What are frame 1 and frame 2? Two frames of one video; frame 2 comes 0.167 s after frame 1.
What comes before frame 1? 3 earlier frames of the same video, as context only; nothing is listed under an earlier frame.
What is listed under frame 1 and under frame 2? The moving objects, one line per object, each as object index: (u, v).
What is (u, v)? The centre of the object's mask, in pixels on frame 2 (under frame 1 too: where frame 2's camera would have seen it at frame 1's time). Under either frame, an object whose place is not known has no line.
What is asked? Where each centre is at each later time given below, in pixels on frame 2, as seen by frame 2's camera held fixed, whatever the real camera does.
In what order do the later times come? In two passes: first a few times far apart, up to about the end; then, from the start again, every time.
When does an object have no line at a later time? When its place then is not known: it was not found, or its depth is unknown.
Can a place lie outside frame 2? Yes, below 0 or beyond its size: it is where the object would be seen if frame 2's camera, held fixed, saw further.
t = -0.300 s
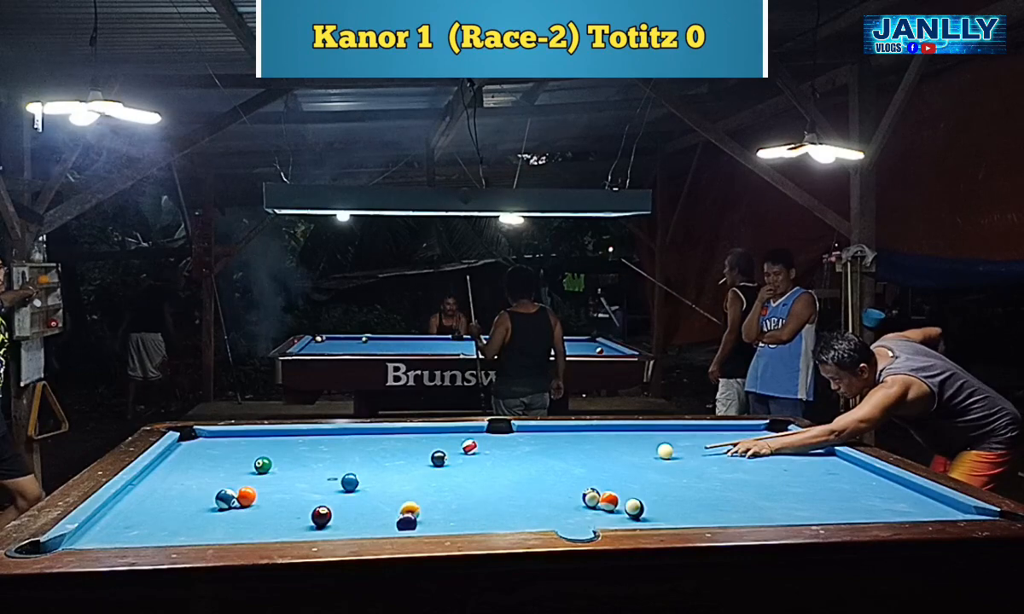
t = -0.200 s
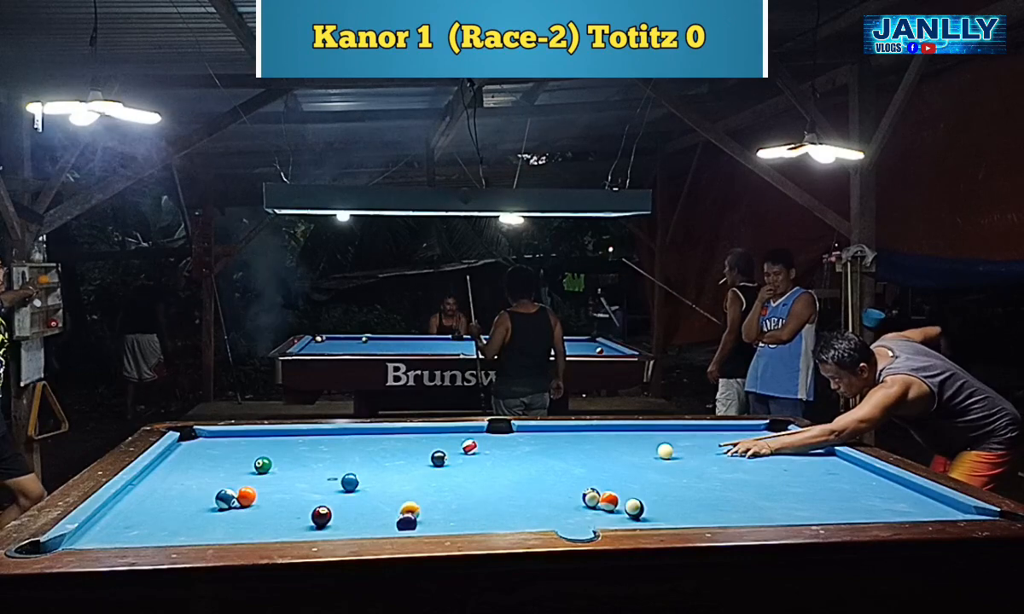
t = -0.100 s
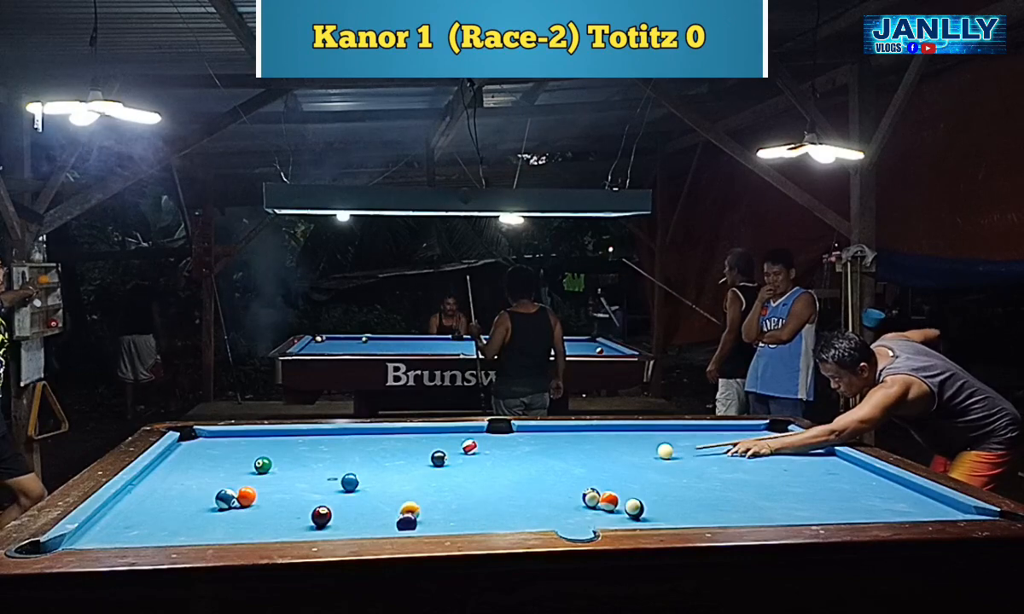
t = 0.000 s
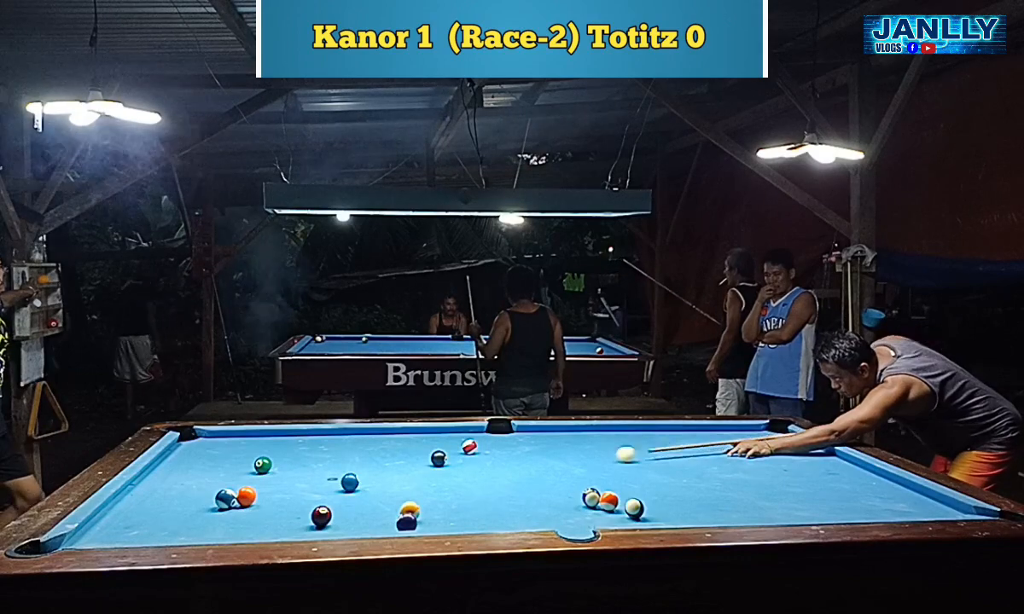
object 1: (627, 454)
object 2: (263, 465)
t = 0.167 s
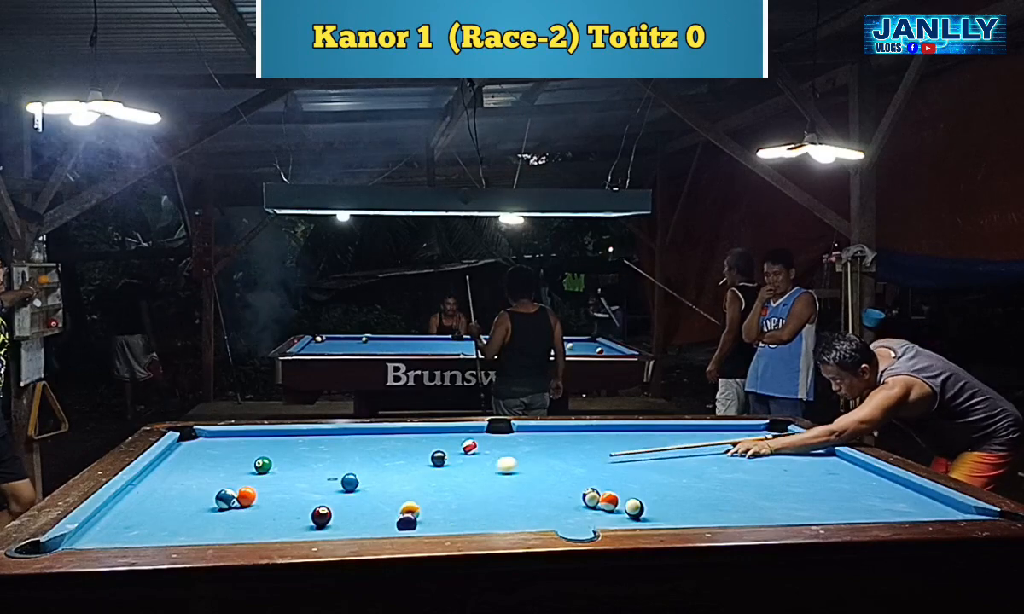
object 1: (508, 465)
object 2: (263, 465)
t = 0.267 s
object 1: (437, 472)
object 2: (263, 465)
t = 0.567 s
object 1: (321, 471)
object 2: (263, 465)
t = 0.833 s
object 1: (258, 470)
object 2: (246, 460)
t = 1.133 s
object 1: (209, 475)
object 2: (216, 453)
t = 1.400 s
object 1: (167, 479)
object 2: (191, 447)
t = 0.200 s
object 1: (483, 467)
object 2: (263, 465)
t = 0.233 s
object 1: (460, 470)
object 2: (263, 465)
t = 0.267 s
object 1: (437, 472)
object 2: (263, 465)
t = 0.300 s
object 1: (413, 474)
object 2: (263, 465)
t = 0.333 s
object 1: (389, 476)
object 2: (263, 465)
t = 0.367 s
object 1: (365, 479)
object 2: (263, 465)
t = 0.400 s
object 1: (359, 477)
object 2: (263, 465)
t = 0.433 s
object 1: (353, 475)
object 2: (263, 465)
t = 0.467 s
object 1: (346, 474)
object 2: (263, 465)
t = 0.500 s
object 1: (338, 473)
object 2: (263, 465)
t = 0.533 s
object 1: (330, 472)
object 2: (263, 465)
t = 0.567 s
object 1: (321, 471)
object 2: (263, 465)
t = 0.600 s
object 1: (311, 470)
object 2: (263, 465)
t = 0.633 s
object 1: (300, 470)
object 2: (263, 465)
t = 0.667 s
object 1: (291, 469)
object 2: (263, 465)
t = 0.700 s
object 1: (280, 468)
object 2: (263, 465)
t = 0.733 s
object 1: (273, 468)
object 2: (259, 464)
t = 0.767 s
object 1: (268, 469)
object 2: (255, 462)
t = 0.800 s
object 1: (263, 470)
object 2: (250, 461)
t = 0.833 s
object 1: (258, 470)
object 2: (246, 460)
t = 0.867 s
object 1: (253, 471)
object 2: (243, 459)
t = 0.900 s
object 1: (247, 471)
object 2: (239, 458)
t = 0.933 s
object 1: (242, 472)
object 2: (236, 457)
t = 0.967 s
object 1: (236, 473)
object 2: (232, 457)
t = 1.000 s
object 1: (231, 473)
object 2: (229, 456)
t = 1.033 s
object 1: (226, 473)
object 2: (226, 455)
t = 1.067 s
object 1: (220, 474)
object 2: (222, 455)
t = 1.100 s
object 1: (215, 474)
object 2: (219, 454)
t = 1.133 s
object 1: (209, 475)
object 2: (216, 453)
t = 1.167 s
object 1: (204, 475)
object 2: (212, 452)
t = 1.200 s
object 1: (199, 475)
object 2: (209, 451)
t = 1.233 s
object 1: (193, 476)
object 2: (206, 450)
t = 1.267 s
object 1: (188, 476)
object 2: (203, 450)
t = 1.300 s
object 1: (183, 477)
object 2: (200, 449)
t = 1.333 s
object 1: (177, 478)
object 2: (197, 448)
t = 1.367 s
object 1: (172, 478)
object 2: (193, 447)
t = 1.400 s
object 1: (167, 479)
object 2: (191, 447)
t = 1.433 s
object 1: (162, 479)
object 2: (187, 446)
